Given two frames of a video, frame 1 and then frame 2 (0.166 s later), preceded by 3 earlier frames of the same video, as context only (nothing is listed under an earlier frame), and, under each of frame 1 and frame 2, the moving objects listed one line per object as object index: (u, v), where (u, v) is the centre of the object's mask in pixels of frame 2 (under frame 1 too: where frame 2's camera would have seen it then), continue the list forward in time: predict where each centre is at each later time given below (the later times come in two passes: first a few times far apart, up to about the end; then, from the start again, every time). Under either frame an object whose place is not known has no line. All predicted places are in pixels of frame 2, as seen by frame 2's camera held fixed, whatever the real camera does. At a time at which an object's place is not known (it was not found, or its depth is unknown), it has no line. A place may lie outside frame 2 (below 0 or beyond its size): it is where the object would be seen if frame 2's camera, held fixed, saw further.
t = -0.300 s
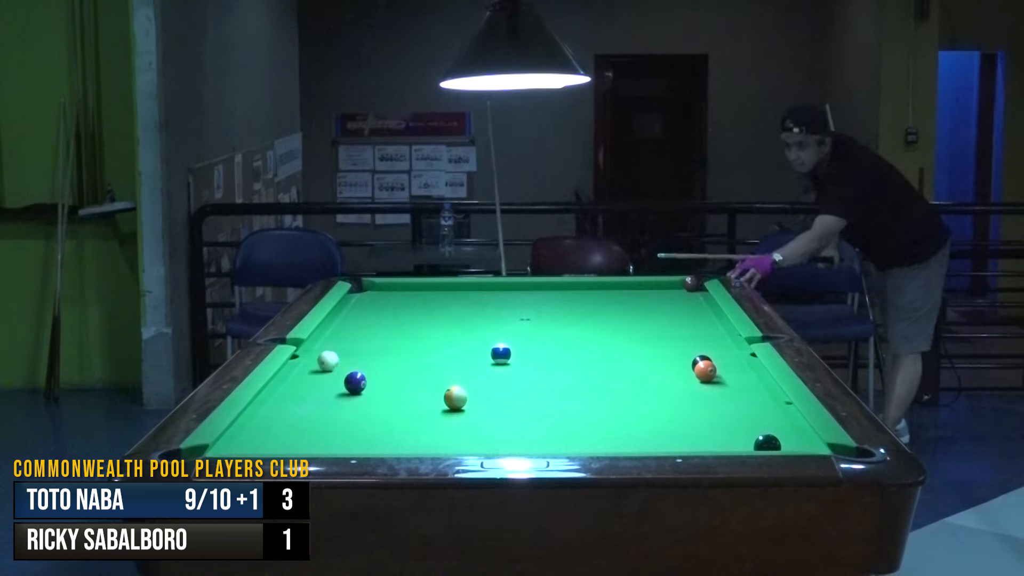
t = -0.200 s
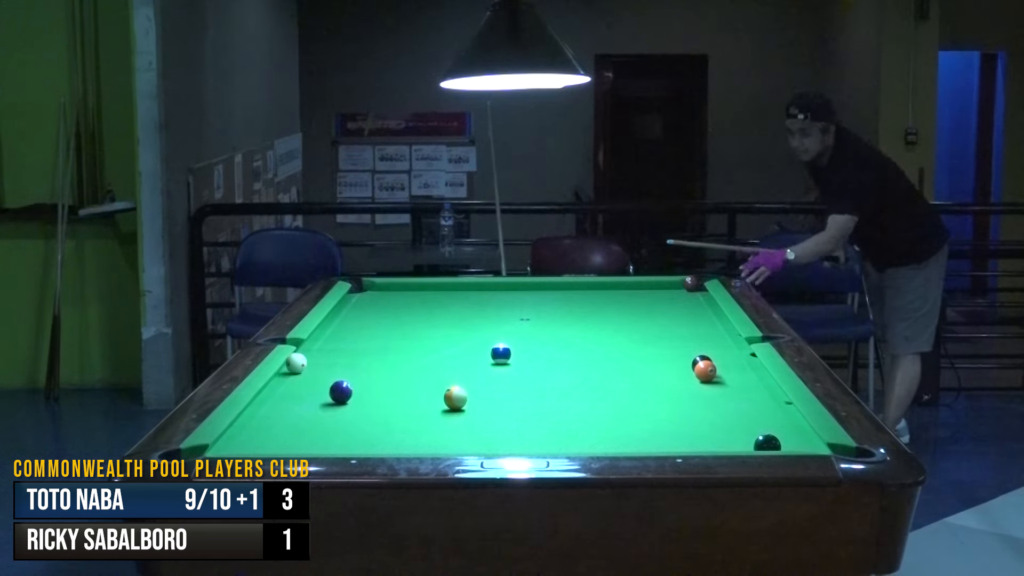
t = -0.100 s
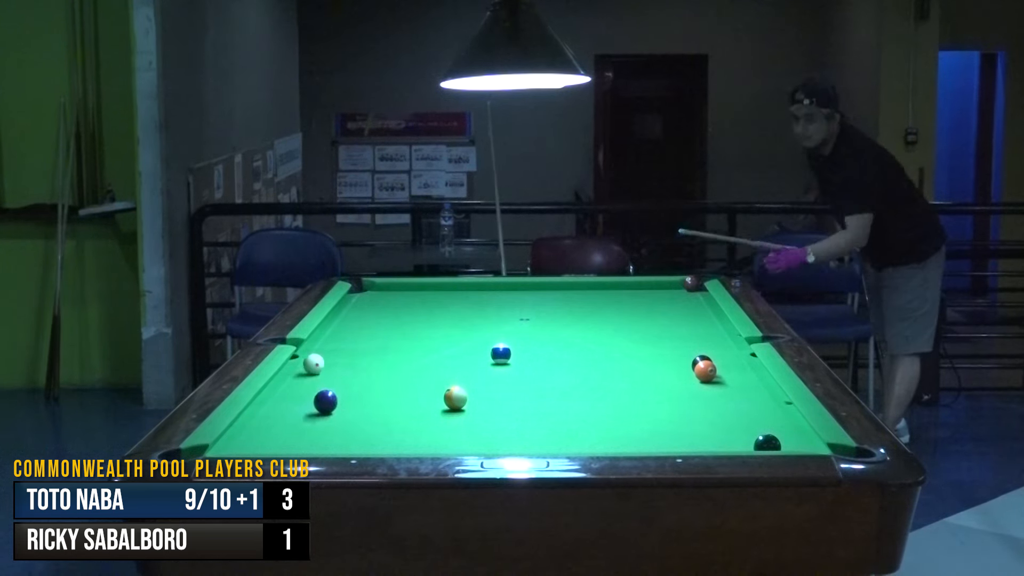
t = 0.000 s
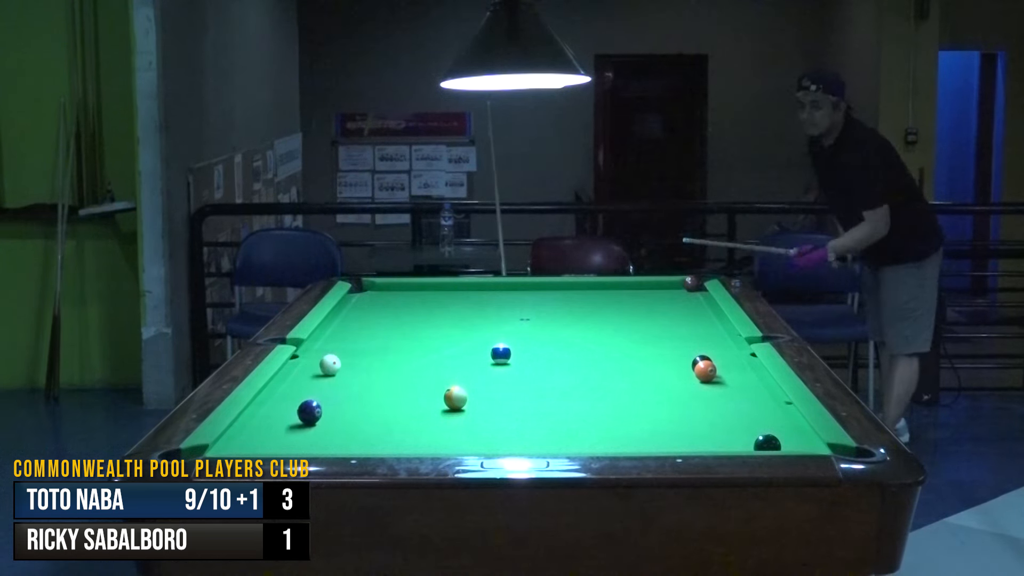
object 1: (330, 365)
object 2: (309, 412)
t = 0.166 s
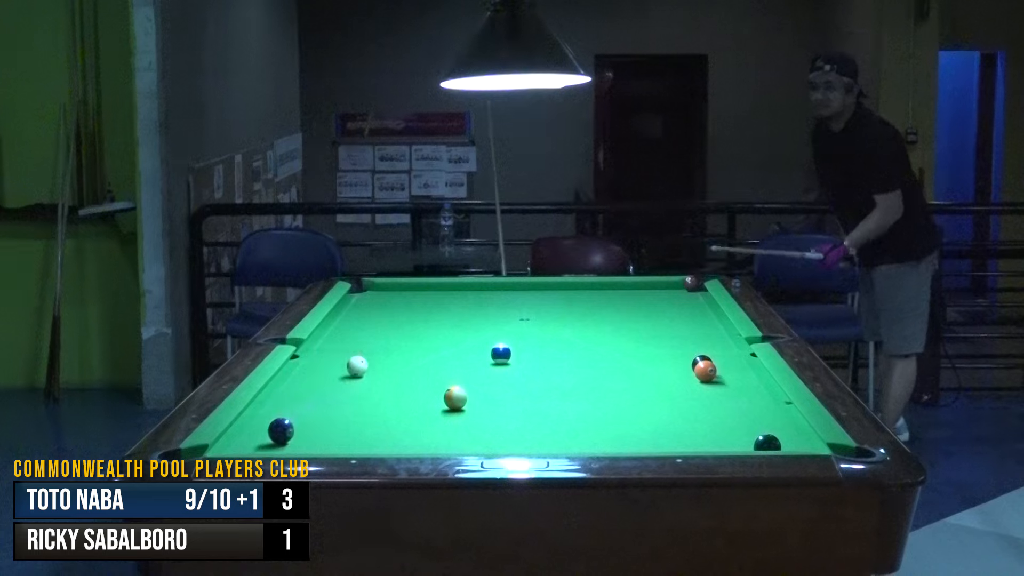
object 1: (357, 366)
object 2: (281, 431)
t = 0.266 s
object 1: (373, 367)
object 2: (262, 442)
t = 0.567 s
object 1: (419, 370)
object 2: (229, 447)
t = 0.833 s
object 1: (459, 372)
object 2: (269, 447)
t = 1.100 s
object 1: (497, 374)
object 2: (307, 448)
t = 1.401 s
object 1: (538, 377)
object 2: (341, 447)
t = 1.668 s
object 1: (573, 379)
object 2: (366, 447)
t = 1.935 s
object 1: (606, 381)
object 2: (389, 447)
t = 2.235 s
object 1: (641, 383)
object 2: (412, 446)
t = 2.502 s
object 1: (671, 385)
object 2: (429, 445)
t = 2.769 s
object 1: (698, 387)
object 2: (443, 445)
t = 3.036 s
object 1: (723, 388)
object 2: (455, 445)
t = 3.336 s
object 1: (749, 390)
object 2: (465, 445)
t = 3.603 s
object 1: (769, 391)
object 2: (470, 444)
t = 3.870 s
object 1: (763, 391)
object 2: (473, 444)
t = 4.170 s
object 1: (754, 392)
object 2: (473, 444)
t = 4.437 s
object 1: (749, 392)
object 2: (472, 444)
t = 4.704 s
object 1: (745, 392)
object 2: (471, 444)
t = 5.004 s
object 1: (743, 392)
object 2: (471, 444)
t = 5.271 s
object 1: (742, 392)
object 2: (471, 444)
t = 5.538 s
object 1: (742, 392)
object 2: (471, 444)
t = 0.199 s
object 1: (362, 367)
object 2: (275, 435)
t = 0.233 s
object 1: (368, 367)
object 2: (268, 439)
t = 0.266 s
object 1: (373, 367)
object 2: (262, 442)
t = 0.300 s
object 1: (378, 367)
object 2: (256, 444)
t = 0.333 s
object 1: (383, 367)
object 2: (249, 446)
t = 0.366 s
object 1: (388, 368)
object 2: (242, 448)
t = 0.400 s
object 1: (393, 368)
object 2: (235, 448)
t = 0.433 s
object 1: (399, 368)
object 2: (229, 448)
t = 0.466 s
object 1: (404, 369)
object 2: (222, 447)
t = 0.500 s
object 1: (409, 369)
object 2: (218, 447)
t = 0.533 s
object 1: (414, 369)
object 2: (224, 447)
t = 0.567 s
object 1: (419, 370)
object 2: (229, 447)
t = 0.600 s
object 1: (424, 370)
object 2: (234, 447)
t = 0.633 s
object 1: (429, 370)
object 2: (239, 446)
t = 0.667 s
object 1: (434, 370)
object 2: (244, 446)
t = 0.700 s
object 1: (439, 371)
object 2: (249, 447)
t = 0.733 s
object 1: (444, 371)
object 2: (254, 447)
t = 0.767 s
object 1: (449, 371)
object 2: (259, 447)
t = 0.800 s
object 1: (454, 371)
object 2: (264, 447)
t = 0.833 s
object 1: (459, 372)
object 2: (269, 447)
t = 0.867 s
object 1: (464, 372)
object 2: (274, 447)
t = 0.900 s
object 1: (468, 372)
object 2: (279, 447)
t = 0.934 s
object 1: (473, 372)
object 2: (284, 447)
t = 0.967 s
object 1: (478, 373)
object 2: (288, 447)
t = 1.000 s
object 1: (483, 373)
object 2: (293, 447)
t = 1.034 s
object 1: (487, 373)
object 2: (297, 447)
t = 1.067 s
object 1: (492, 373)
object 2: (302, 448)
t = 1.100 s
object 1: (497, 374)
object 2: (307, 448)
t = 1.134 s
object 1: (501, 374)
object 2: (311, 448)
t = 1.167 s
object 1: (506, 374)
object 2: (315, 448)
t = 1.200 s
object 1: (511, 375)
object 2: (319, 448)
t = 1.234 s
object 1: (515, 375)
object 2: (323, 448)
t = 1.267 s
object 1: (520, 375)
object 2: (326, 448)
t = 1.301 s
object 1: (524, 376)
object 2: (330, 448)
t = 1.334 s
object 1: (529, 376)
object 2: (334, 447)
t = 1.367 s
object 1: (533, 376)
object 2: (337, 447)
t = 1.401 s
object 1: (538, 377)
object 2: (341, 447)
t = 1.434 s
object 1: (543, 377)
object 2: (344, 447)
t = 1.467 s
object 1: (547, 377)
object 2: (347, 447)
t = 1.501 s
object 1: (551, 378)
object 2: (350, 447)
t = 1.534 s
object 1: (556, 378)
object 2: (353, 447)
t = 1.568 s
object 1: (560, 378)
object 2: (357, 447)
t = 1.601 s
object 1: (565, 378)
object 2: (360, 447)
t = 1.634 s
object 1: (568, 379)
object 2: (363, 447)
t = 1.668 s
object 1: (573, 379)
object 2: (366, 447)
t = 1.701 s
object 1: (577, 379)
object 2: (369, 447)
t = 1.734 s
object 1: (581, 380)
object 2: (372, 447)
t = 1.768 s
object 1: (586, 380)
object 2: (375, 447)
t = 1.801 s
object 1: (590, 380)
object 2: (378, 447)
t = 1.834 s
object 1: (594, 380)
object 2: (380, 447)
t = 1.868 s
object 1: (598, 380)
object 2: (383, 447)
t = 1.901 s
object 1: (602, 381)
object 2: (386, 446)
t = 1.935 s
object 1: (606, 381)
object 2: (389, 447)
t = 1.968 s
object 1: (610, 381)
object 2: (392, 446)
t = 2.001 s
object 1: (614, 382)
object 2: (394, 446)
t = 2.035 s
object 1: (618, 382)
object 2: (397, 446)
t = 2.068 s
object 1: (622, 382)
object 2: (399, 446)
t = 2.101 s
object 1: (626, 382)
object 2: (402, 446)
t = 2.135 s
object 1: (630, 383)
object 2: (404, 446)
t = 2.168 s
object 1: (634, 383)
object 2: (407, 446)
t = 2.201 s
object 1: (637, 383)
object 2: (409, 446)
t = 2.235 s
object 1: (641, 383)
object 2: (412, 446)
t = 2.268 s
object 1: (645, 383)
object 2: (414, 446)
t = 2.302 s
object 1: (649, 384)
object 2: (416, 446)
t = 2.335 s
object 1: (653, 384)
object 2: (418, 446)
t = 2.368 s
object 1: (656, 384)
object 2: (421, 445)
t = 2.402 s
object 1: (660, 384)
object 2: (423, 445)
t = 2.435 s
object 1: (663, 385)
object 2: (425, 445)
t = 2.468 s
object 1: (667, 385)
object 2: (427, 445)
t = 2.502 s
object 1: (671, 385)
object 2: (429, 445)
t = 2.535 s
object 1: (674, 385)
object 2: (431, 445)
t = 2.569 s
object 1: (677, 386)
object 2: (433, 445)
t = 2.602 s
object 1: (681, 386)
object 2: (434, 445)
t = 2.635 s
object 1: (684, 386)
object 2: (436, 445)
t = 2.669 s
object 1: (688, 386)
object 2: (438, 445)
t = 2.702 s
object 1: (691, 386)
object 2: (440, 445)
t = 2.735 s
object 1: (694, 386)
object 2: (441, 445)
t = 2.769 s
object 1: (698, 387)
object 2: (443, 445)
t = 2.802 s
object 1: (701, 387)
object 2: (445, 445)
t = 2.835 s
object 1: (705, 387)
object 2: (446, 445)
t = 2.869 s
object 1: (708, 387)
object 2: (448, 445)
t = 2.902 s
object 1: (711, 387)
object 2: (449, 445)
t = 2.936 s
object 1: (714, 388)
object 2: (451, 445)
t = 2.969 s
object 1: (717, 388)
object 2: (452, 445)
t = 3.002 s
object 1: (720, 388)
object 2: (453, 445)
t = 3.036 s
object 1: (723, 388)
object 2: (455, 445)
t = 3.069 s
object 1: (726, 388)
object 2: (456, 445)
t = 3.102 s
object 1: (729, 388)
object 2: (457, 445)
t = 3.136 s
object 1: (732, 388)
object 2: (458, 445)
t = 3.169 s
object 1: (735, 389)
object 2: (459, 445)
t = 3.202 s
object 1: (738, 389)
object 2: (461, 445)
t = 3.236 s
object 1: (741, 389)
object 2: (462, 445)
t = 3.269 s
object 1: (743, 389)
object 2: (463, 445)
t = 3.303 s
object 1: (746, 389)
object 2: (464, 445)
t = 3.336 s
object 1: (749, 390)
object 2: (465, 445)
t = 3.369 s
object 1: (751, 390)
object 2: (465, 445)
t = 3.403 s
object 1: (754, 390)
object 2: (466, 445)
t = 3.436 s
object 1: (757, 390)
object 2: (467, 444)
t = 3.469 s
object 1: (759, 390)
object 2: (468, 444)
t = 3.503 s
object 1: (762, 390)
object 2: (468, 444)
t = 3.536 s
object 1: (764, 391)
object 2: (469, 444)
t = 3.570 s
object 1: (767, 391)
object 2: (470, 444)
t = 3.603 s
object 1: (769, 391)
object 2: (470, 444)
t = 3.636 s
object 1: (771, 391)
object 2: (471, 444)
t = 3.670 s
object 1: (770, 391)
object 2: (471, 444)
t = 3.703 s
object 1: (769, 391)
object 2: (472, 444)
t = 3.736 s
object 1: (767, 391)
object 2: (472, 444)
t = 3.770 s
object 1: (766, 391)
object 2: (472, 444)
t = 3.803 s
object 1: (765, 391)
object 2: (472, 444)
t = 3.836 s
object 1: (764, 391)
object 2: (472, 444)
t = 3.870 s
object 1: (763, 391)
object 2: (473, 444)
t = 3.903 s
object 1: (762, 391)
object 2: (473, 444)
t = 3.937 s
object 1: (761, 392)
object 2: (473, 444)
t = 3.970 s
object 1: (760, 392)
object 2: (473, 444)
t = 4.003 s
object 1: (759, 392)
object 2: (473, 444)
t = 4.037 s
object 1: (758, 392)
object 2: (473, 444)
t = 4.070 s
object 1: (757, 392)
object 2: (473, 444)
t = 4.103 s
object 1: (756, 392)
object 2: (473, 444)
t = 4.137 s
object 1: (755, 392)
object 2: (473, 444)
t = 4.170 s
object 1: (754, 392)
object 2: (473, 444)
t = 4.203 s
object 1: (753, 392)
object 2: (473, 444)
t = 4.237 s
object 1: (753, 392)
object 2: (472, 444)
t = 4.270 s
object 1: (752, 392)
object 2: (472, 444)
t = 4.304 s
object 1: (751, 392)
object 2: (472, 444)
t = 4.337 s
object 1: (750, 392)
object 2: (472, 444)
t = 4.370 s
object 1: (750, 392)
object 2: (472, 444)
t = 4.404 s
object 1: (749, 392)
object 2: (472, 444)
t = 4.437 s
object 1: (749, 392)
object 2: (472, 444)
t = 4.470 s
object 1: (748, 393)
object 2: (472, 444)
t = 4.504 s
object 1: (748, 393)
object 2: (472, 444)
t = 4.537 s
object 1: (747, 392)
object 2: (472, 444)
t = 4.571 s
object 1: (747, 393)
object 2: (472, 444)
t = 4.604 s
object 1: (746, 393)
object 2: (472, 444)
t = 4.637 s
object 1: (746, 392)
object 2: (472, 444)
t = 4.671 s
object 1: (746, 392)
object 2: (471, 444)
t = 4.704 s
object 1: (745, 392)
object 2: (471, 444)
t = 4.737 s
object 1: (745, 392)
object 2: (471, 444)
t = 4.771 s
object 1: (745, 393)
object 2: (471, 444)
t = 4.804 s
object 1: (744, 392)
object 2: (471, 444)
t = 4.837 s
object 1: (744, 392)
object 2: (471, 444)
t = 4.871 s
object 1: (744, 392)
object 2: (471, 444)
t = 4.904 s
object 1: (743, 392)
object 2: (471, 444)
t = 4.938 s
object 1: (743, 392)
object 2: (471, 444)
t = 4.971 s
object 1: (743, 392)
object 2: (471, 444)
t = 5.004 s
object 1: (743, 392)
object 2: (471, 444)
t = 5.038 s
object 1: (742, 392)
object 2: (471, 444)
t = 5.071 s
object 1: (742, 392)
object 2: (471, 444)
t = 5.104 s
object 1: (742, 392)
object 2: (471, 444)
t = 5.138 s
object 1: (742, 392)
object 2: (471, 444)
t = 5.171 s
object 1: (742, 392)
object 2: (471, 444)
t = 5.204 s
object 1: (742, 392)
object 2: (471, 444)
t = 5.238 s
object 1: (742, 392)
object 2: (471, 444)
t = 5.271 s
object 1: (742, 392)
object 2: (471, 444)
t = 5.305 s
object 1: (742, 392)
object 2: (471, 444)
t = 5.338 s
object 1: (742, 392)
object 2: (471, 444)
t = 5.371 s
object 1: (742, 392)
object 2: (471, 444)
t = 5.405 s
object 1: (742, 392)
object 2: (471, 444)
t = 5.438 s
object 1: (742, 392)
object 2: (471, 444)
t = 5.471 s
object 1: (742, 392)
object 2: (471, 444)
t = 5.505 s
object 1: (742, 392)
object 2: (471, 444)
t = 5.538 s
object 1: (742, 392)
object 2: (471, 444)
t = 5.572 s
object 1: (742, 392)
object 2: (471, 444)
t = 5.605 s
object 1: (742, 392)
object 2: (471, 444)
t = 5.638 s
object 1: (742, 392)
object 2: (471, 444)
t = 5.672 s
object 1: (742, 392)
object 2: (471, 444)
